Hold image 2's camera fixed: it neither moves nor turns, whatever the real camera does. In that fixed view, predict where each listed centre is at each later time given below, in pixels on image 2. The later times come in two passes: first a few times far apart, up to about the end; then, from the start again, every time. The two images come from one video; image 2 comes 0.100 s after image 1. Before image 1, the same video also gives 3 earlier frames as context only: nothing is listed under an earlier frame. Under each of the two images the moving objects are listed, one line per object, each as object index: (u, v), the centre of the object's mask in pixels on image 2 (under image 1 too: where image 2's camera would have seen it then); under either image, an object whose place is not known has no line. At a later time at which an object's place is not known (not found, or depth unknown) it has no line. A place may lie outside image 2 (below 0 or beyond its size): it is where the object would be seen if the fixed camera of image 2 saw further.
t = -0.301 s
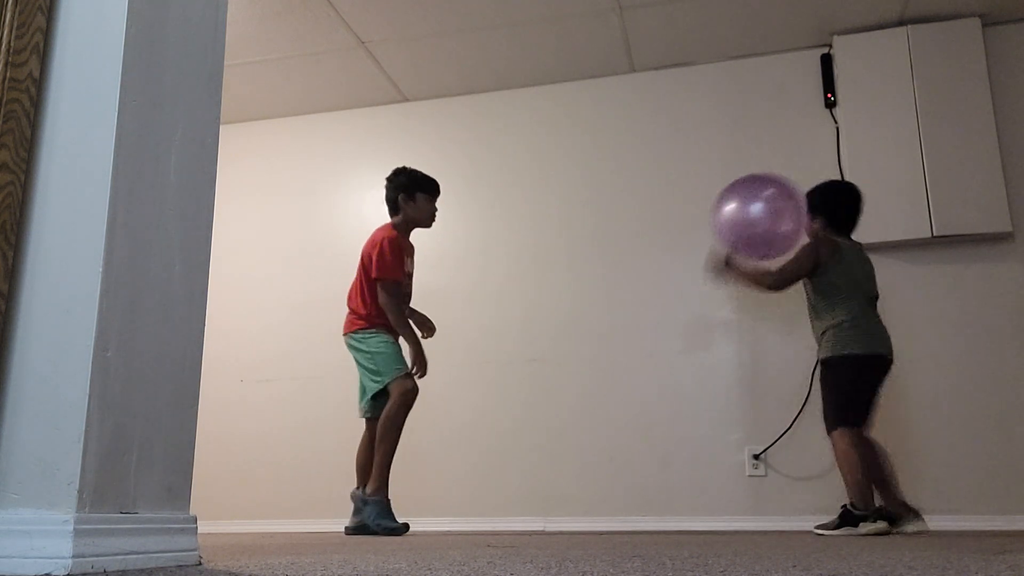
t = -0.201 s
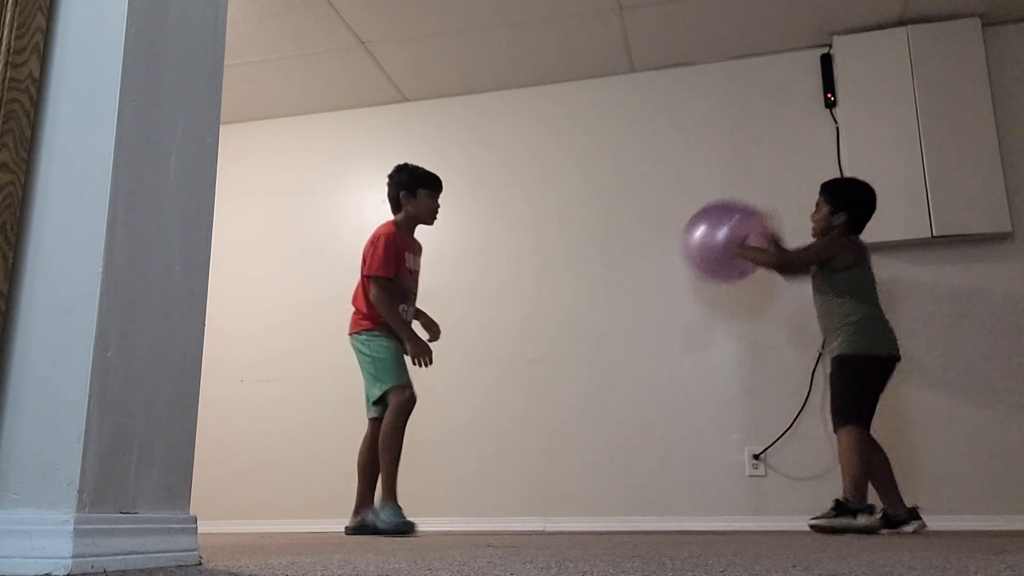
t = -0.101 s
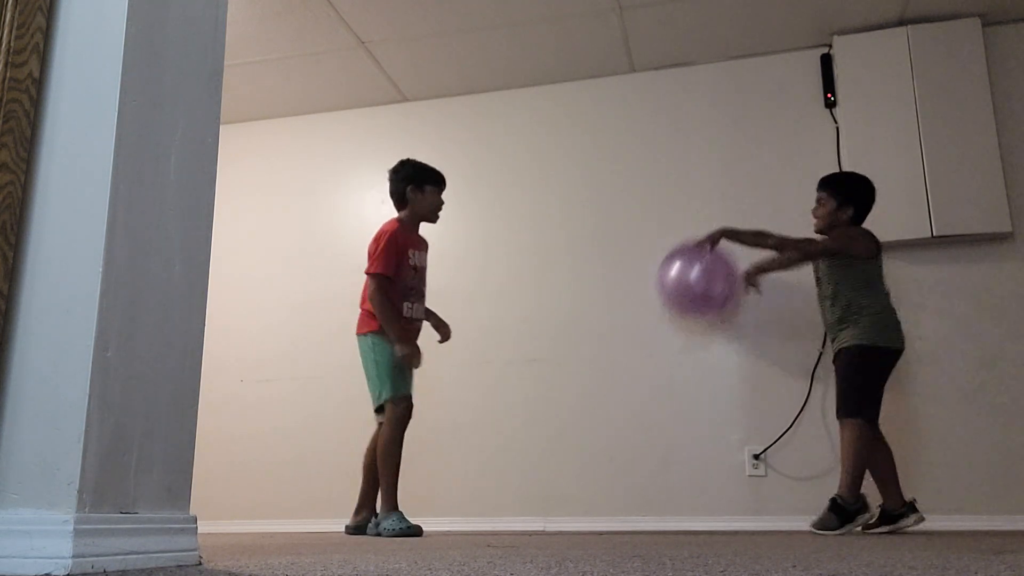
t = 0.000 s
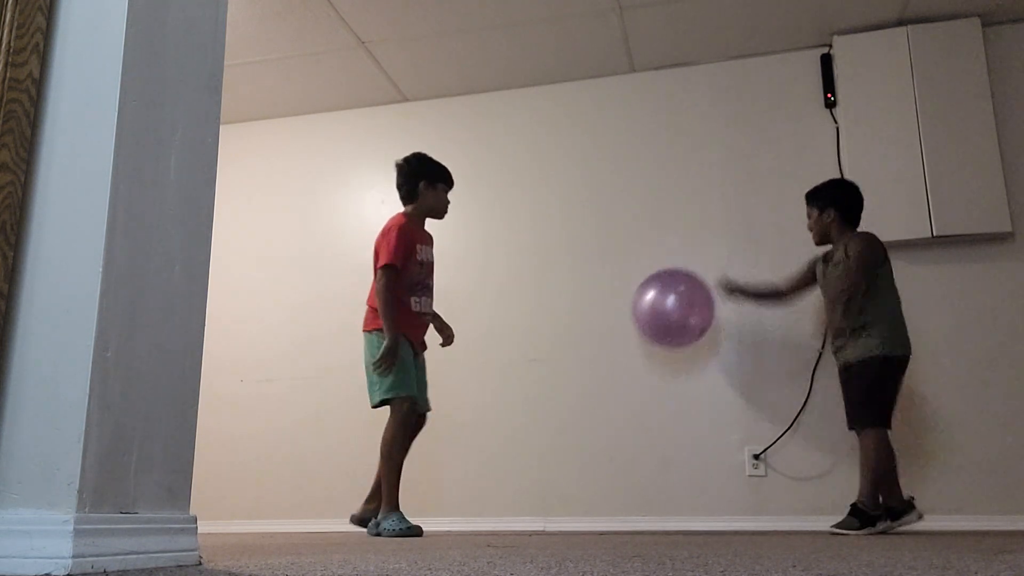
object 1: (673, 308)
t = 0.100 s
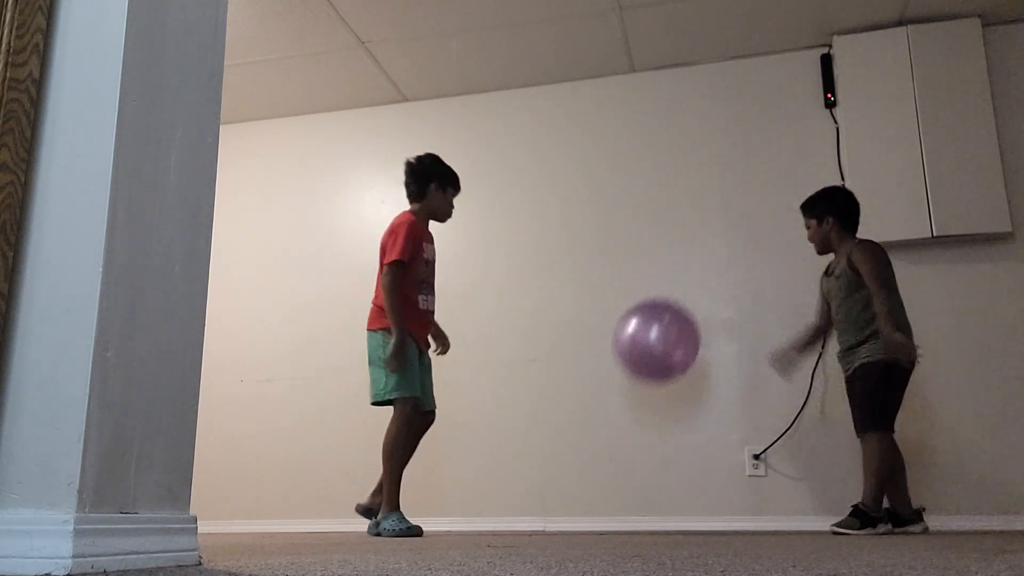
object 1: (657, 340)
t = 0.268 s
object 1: (630, 444)
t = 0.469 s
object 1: (587, 383)
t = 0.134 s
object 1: (651, 356)
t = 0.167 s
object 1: (646, 373)
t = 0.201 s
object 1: (641, 393)
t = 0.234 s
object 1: (635, 417)
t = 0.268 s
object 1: (630, 444)
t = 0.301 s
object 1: (623, 473)
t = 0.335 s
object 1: (617, 481)
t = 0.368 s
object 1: (608, 453)
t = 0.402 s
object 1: (602, 428)
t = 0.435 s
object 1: (594, 405)
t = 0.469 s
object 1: (587, 383)
